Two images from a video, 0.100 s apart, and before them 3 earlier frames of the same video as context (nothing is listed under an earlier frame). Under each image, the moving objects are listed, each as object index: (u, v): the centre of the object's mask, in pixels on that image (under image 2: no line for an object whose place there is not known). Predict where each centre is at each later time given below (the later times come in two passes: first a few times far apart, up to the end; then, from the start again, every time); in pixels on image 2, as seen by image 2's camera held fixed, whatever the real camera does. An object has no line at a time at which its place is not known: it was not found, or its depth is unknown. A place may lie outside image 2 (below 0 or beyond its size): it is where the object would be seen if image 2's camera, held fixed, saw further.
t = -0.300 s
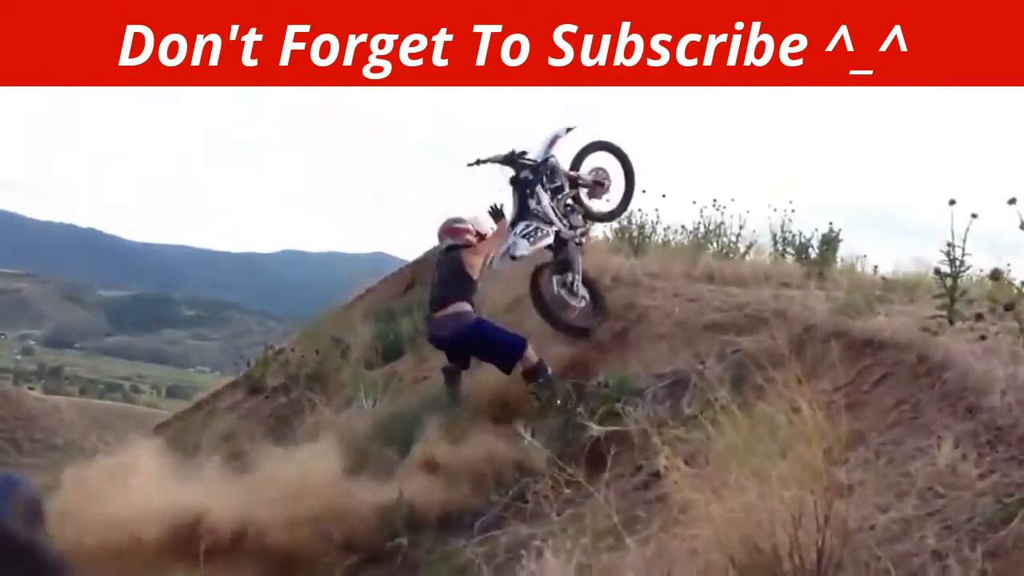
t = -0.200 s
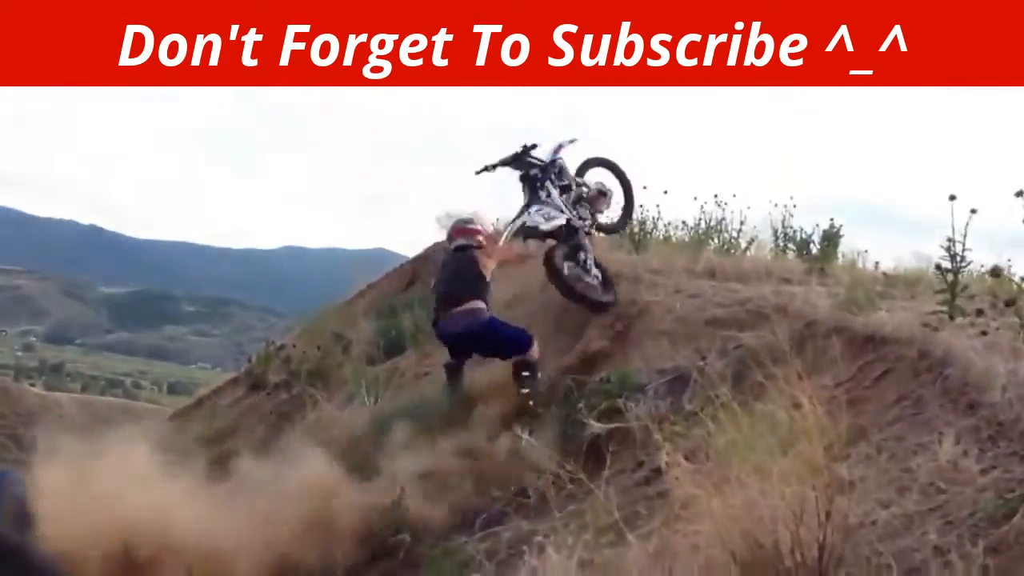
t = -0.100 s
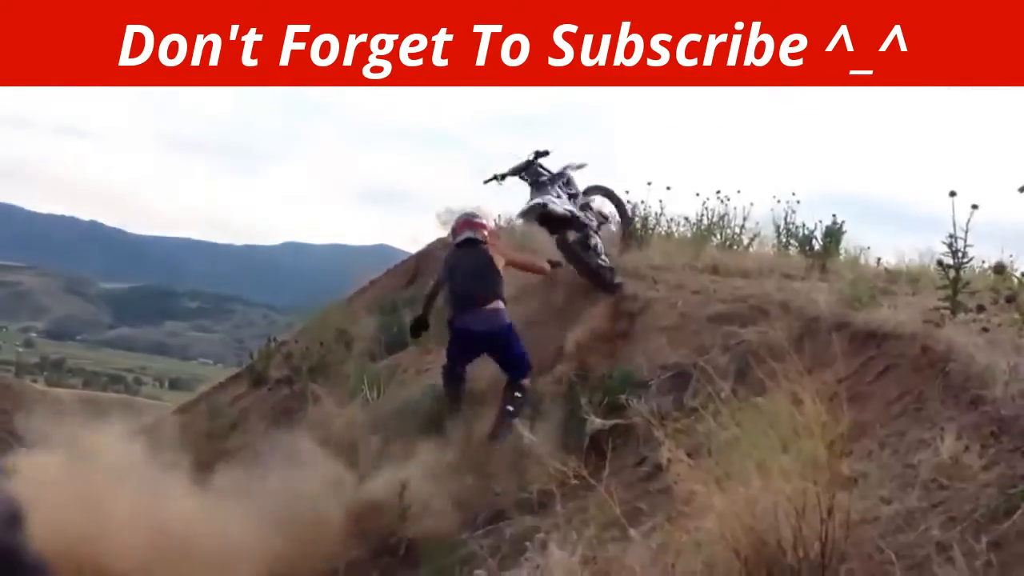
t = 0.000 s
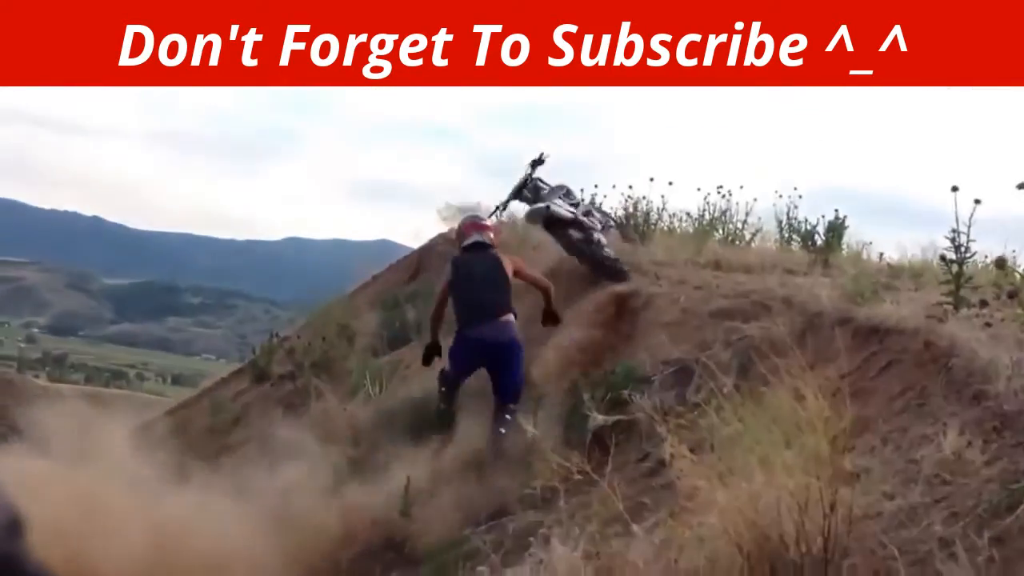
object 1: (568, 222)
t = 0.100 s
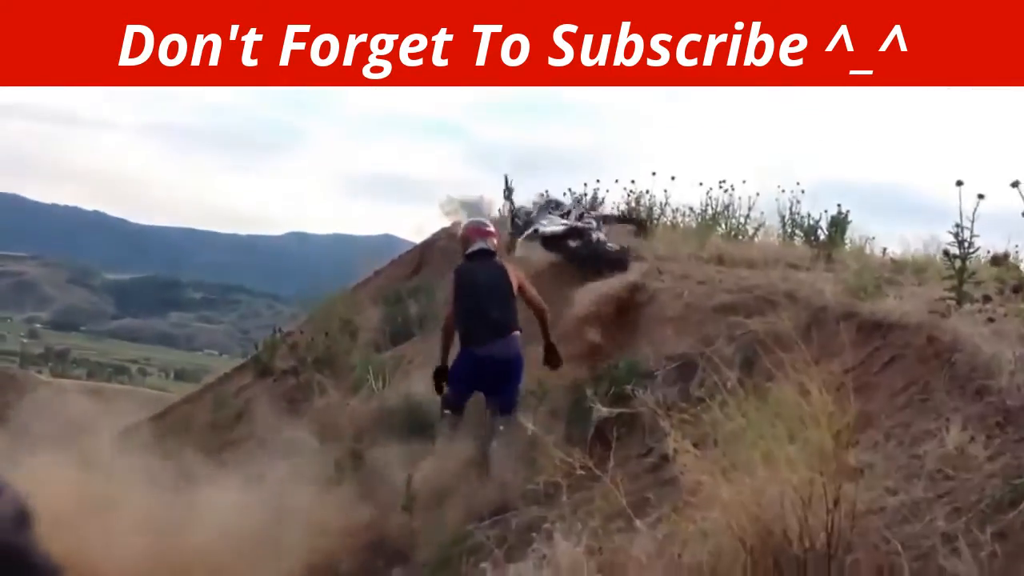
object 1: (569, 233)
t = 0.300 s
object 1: (552, 240)
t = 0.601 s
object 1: (498, 252)
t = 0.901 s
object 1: (451, 269)
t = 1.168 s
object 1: (392, 313)
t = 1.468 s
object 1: (340, 323)
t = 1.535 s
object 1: (314, 332)
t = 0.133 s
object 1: (572, 238)
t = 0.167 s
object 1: (577, 240)
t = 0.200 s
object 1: (572, 243)
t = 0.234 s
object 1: (562, 243)
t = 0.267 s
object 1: (557, 241)
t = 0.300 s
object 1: (552, 240)
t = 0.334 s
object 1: (547, 238)
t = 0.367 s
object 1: (538, 240)
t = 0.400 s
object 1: (532, 241)
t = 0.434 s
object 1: (526, 242)
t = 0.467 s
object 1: (520, 245)
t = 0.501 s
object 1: (513, 246)
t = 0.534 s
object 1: (508, 248)
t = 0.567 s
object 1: (505, 249)
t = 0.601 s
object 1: (498, 252)
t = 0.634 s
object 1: (493, 254)
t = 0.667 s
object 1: (488, 256)
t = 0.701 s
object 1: (491, 250)
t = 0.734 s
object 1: (484, 252)
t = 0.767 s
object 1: (477, 256)
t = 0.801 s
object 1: (471, 258)
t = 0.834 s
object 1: (466, 260)
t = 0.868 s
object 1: (459, 265)
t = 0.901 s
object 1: (451, 269)
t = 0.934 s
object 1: (444, 273)
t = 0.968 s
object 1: (437, 277)
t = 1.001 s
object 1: (430, 283)
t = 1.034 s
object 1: (419, 293)
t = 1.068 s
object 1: (409, 300)
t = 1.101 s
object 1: (402, 308)
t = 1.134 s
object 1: (396, 313)
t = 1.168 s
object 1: (392, 313)
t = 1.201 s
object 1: (387, 313)
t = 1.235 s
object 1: (379, 317)
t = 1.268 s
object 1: (376, 318)
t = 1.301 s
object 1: (369, 320)
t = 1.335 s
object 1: (366, 320)
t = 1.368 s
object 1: (362, 321)
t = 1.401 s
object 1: (356, 322)
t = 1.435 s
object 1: (349, 322)
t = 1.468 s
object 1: (340, 323)
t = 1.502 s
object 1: (322, 327)
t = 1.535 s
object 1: (314, 332)
